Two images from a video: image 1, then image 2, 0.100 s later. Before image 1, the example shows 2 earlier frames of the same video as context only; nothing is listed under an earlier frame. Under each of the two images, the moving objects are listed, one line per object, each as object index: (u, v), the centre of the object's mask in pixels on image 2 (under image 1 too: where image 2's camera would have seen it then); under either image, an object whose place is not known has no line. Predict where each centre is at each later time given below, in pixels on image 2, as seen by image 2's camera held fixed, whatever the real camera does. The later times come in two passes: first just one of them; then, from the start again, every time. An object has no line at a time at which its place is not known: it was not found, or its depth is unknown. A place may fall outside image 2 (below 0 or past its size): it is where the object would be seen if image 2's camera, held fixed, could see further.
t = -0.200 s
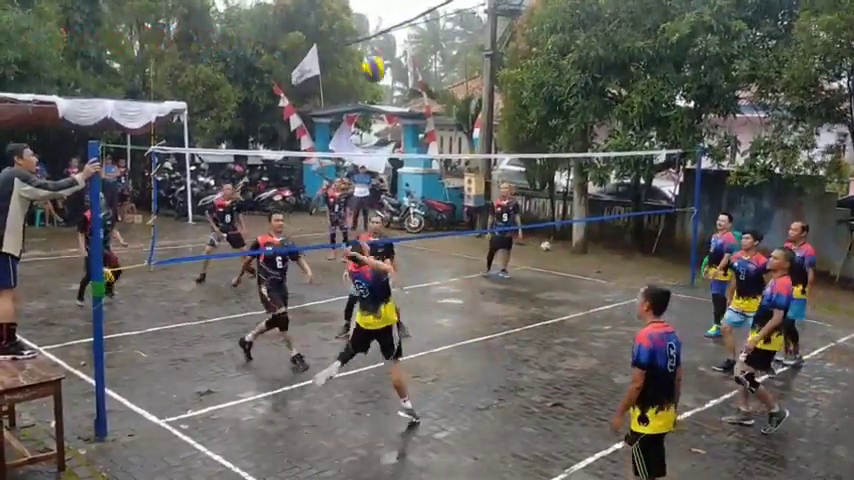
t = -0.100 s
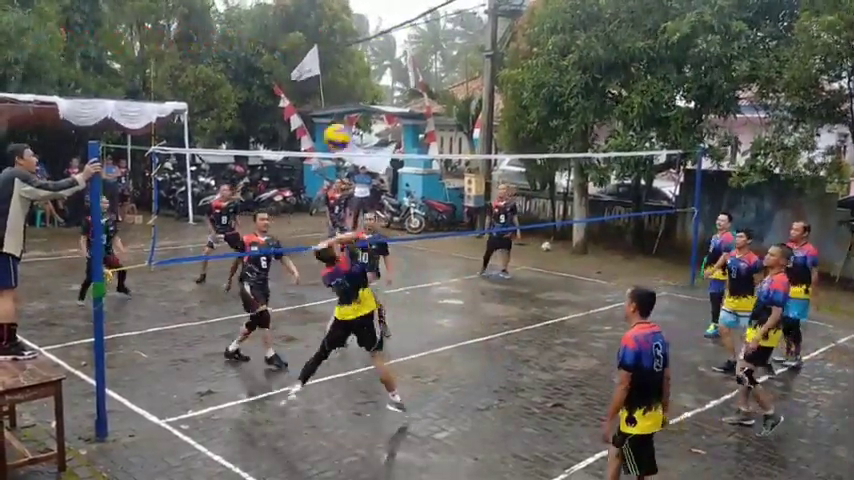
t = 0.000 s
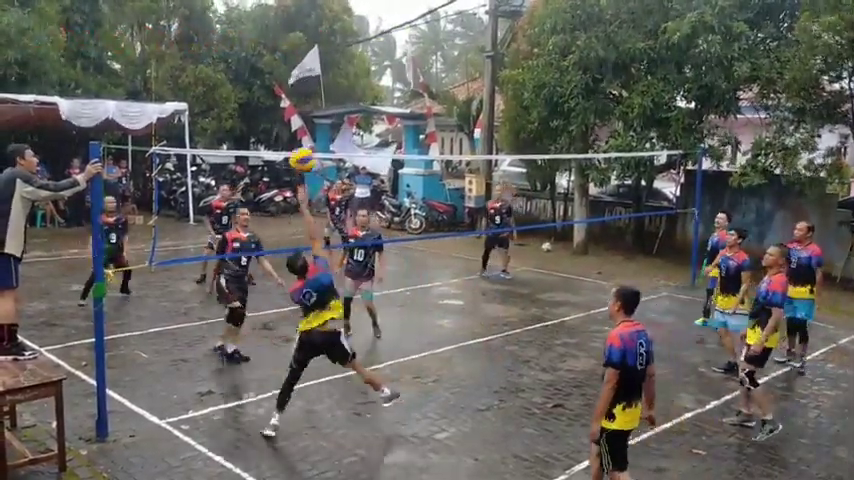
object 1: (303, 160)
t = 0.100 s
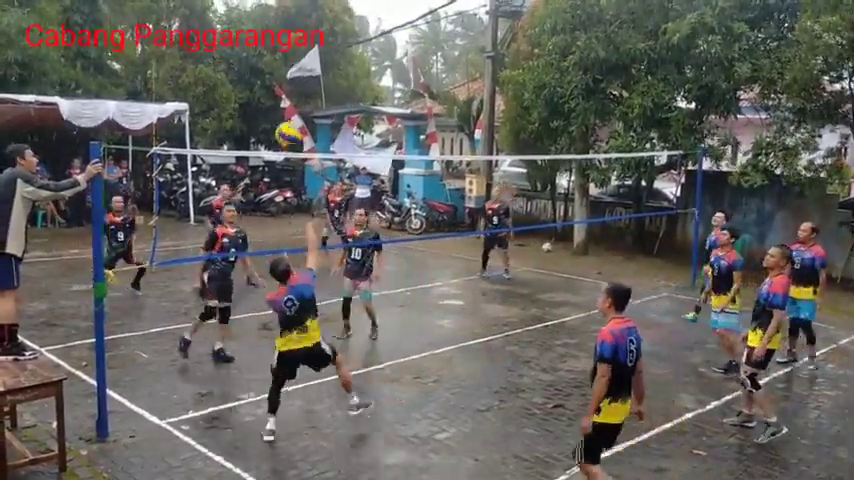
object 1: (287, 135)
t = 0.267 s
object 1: (266, 117)
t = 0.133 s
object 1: (282, 128)
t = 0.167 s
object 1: (278, 124)
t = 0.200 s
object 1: (274, 120)
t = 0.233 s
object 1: (270, 119)
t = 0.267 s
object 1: (266, 117)
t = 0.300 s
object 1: (261, 118)
